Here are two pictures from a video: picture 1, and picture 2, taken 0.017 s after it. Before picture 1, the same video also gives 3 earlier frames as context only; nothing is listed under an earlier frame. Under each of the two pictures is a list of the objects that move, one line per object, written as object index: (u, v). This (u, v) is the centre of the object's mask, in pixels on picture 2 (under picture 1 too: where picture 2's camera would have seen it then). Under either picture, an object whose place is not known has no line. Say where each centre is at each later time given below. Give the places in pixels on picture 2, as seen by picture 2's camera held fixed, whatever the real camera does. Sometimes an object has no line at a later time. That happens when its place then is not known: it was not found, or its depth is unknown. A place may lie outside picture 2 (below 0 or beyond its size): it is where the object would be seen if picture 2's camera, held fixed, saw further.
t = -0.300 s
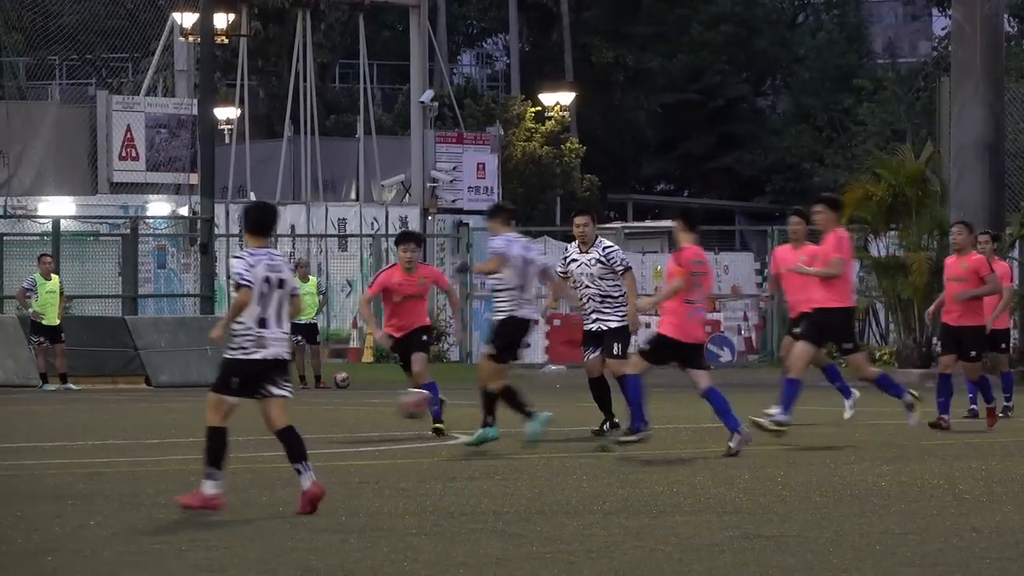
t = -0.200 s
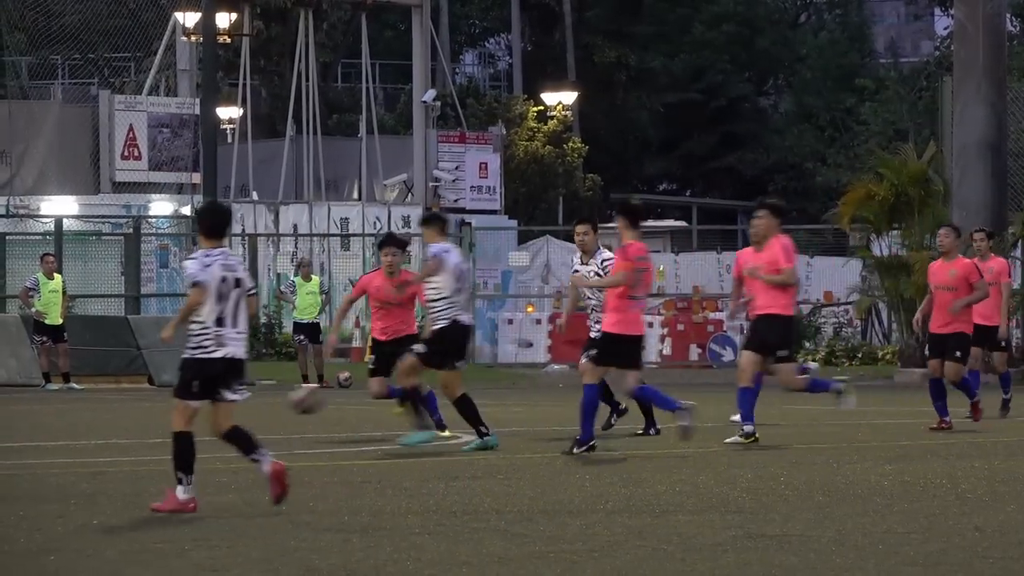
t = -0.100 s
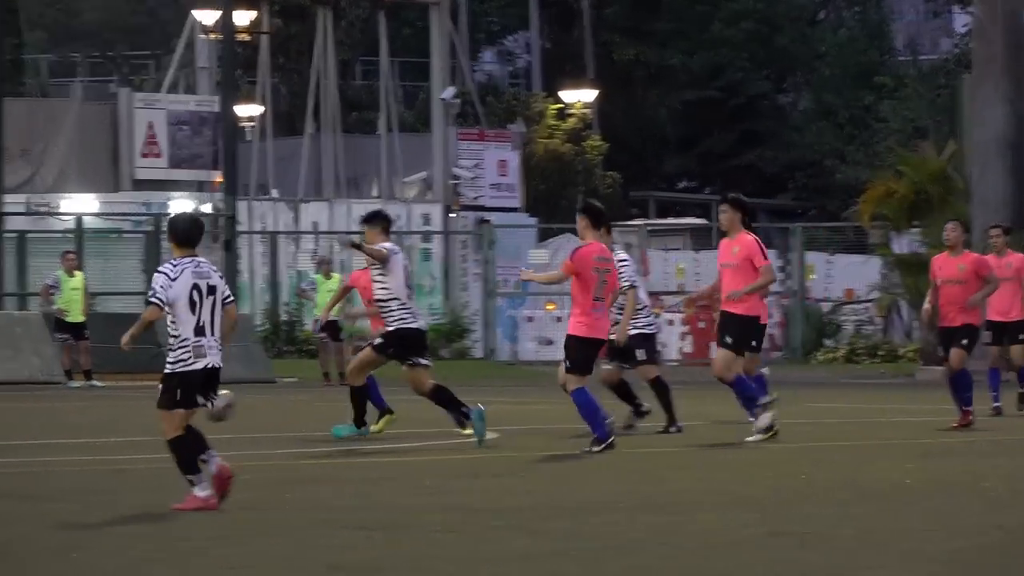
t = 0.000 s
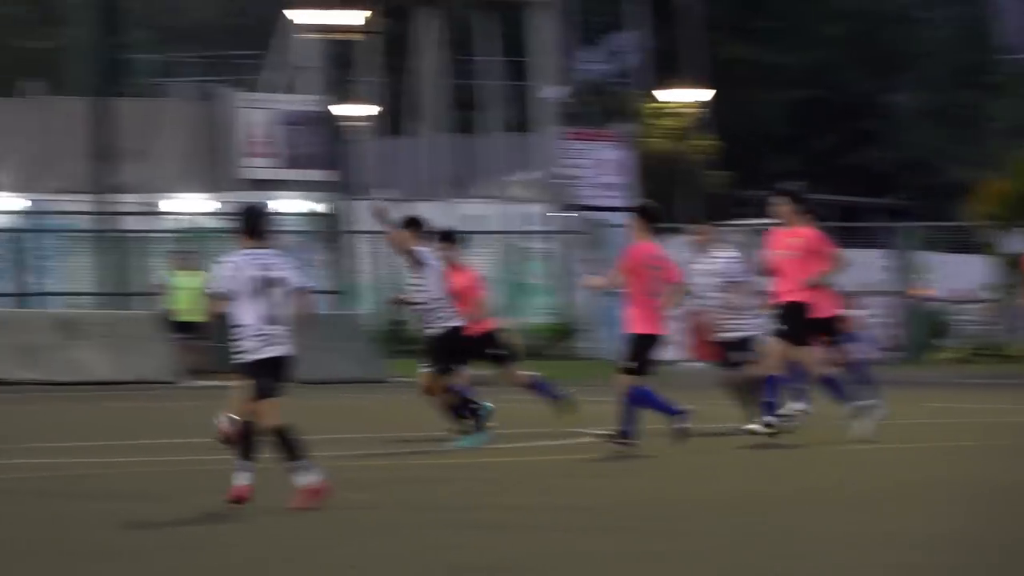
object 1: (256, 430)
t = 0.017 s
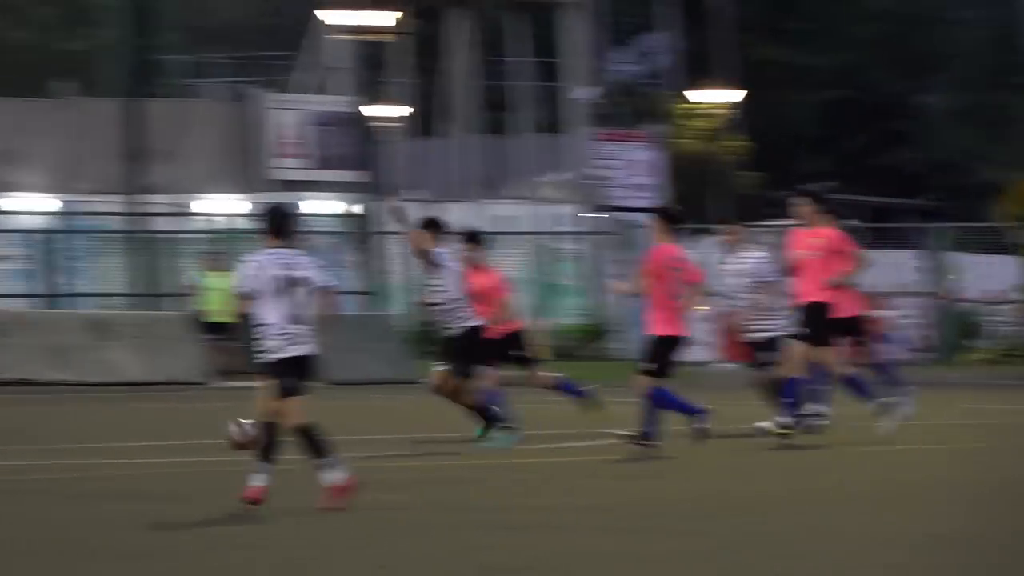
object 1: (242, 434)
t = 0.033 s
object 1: (230, 432)
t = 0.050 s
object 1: (217, 427)
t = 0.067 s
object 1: (205, 424)
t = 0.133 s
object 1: (150, 416)
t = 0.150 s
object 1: (135, 415)
